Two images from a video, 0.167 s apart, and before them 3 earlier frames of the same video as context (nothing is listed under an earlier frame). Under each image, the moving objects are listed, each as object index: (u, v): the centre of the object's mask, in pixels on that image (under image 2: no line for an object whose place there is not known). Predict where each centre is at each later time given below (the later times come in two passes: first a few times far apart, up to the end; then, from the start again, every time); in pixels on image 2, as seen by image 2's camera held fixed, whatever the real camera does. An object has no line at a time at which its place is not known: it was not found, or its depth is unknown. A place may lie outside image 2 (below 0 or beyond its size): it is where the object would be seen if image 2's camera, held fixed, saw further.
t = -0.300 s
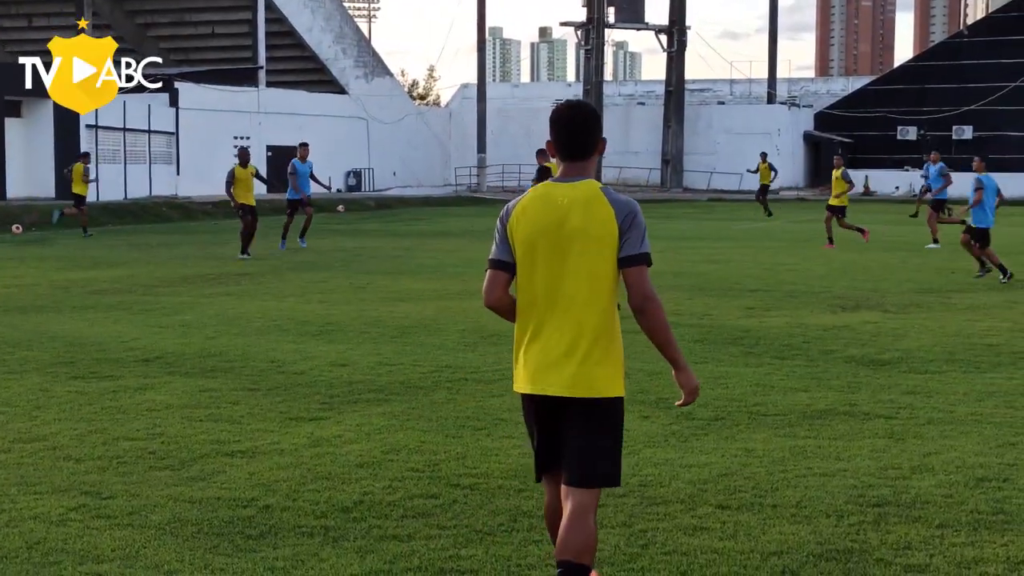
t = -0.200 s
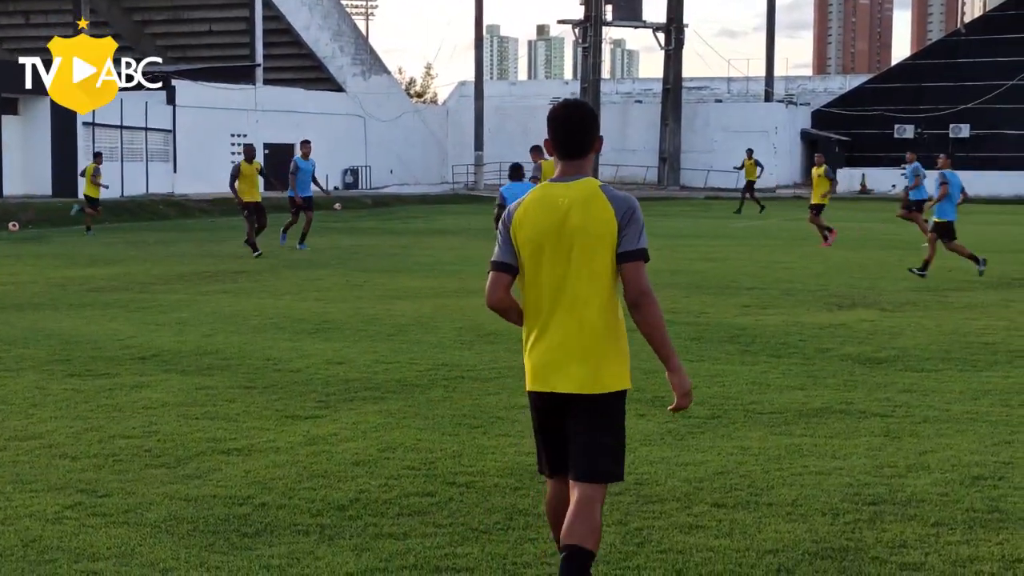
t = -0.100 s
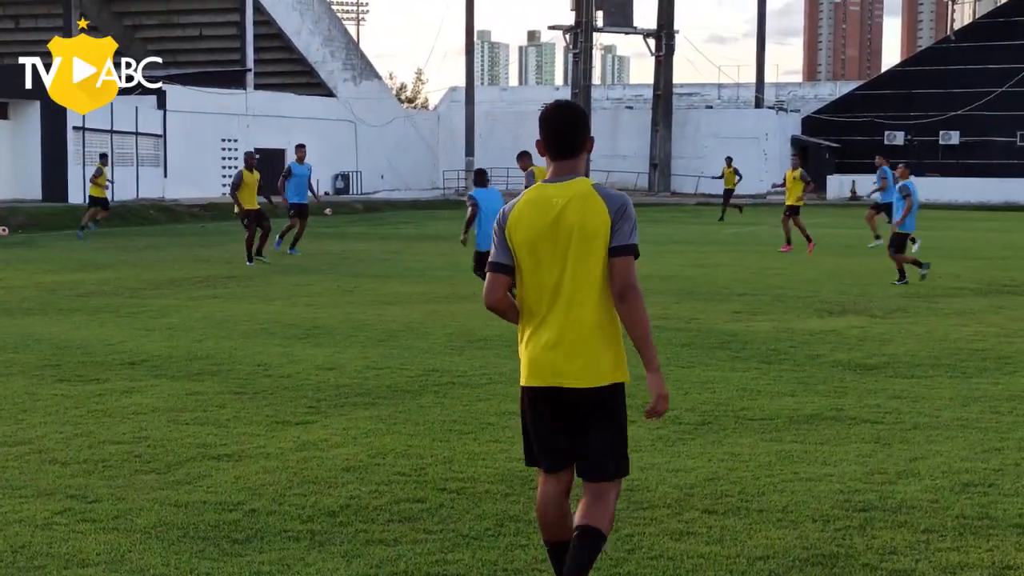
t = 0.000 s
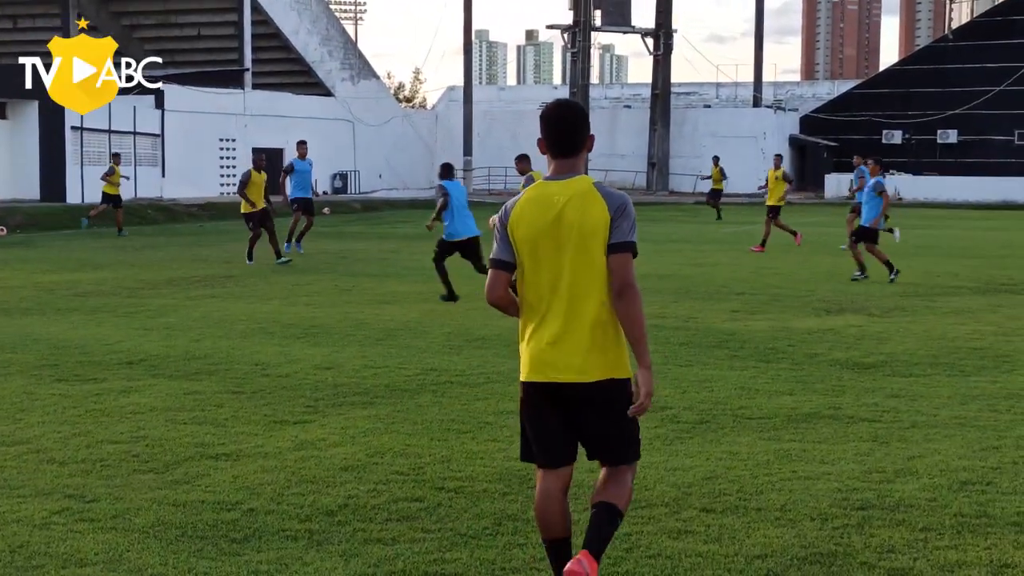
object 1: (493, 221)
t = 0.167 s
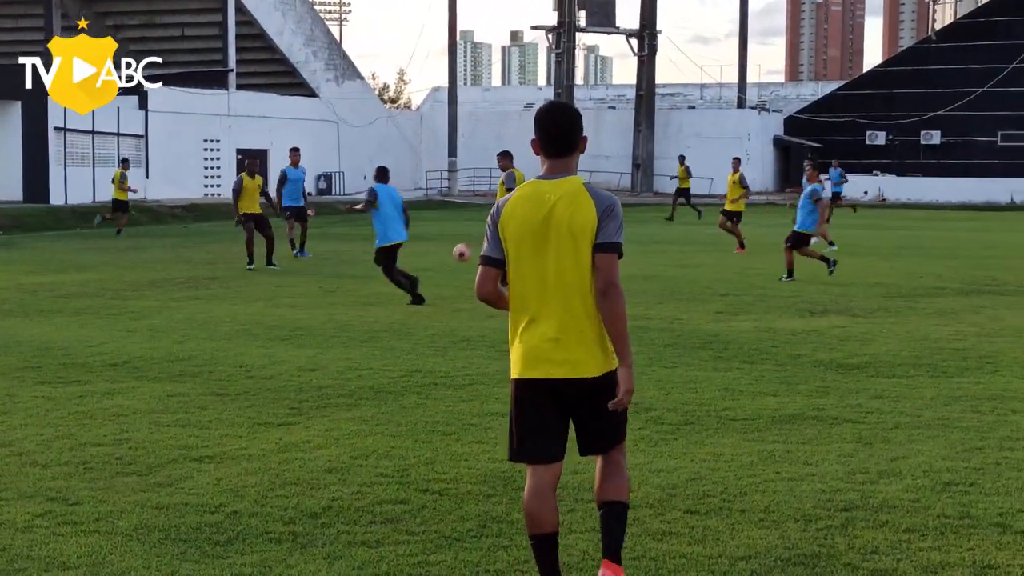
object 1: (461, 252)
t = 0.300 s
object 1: (450, 273)
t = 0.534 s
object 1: (447, 261)
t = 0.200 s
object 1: (457, 261)
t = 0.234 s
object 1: (454, 270)
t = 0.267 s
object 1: (450, 276)
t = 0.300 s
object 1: (450, 273)
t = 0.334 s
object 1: (449, 268)
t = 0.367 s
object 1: (449, 265)
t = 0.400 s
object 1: (448, 262)
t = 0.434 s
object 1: (448, 261)
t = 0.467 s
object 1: (448, 260)
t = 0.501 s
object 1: (448, 260)
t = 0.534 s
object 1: (447, 261)
